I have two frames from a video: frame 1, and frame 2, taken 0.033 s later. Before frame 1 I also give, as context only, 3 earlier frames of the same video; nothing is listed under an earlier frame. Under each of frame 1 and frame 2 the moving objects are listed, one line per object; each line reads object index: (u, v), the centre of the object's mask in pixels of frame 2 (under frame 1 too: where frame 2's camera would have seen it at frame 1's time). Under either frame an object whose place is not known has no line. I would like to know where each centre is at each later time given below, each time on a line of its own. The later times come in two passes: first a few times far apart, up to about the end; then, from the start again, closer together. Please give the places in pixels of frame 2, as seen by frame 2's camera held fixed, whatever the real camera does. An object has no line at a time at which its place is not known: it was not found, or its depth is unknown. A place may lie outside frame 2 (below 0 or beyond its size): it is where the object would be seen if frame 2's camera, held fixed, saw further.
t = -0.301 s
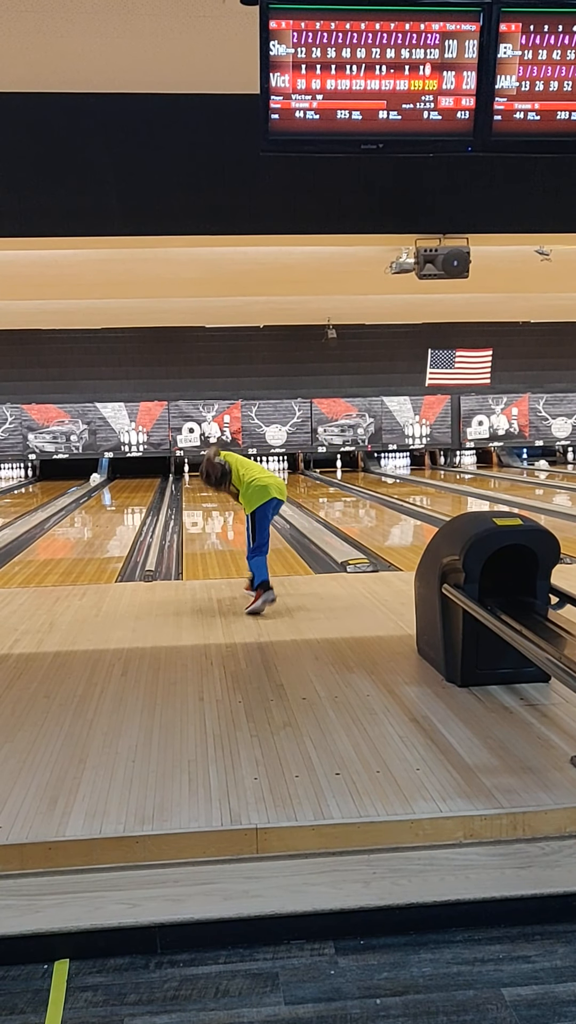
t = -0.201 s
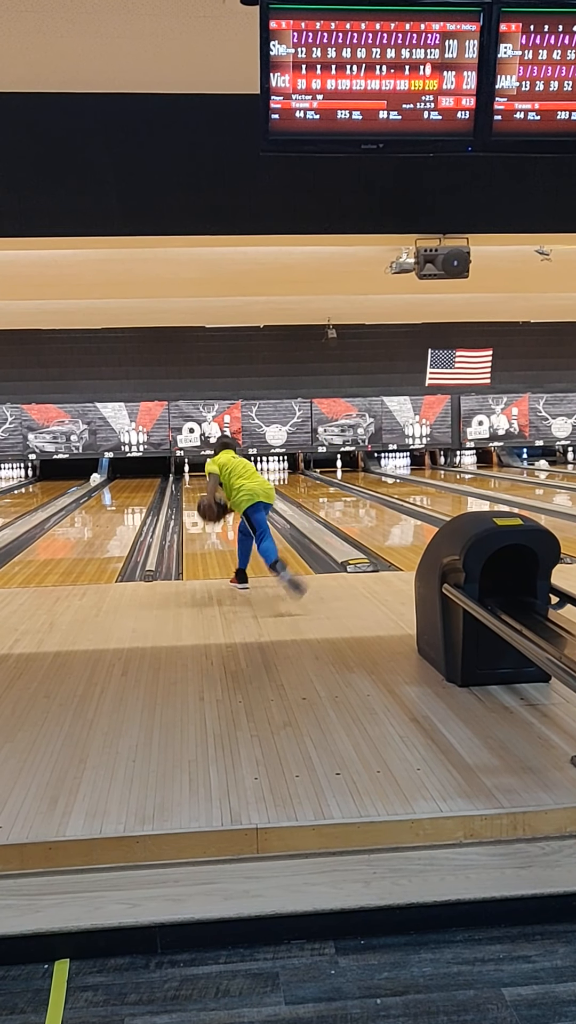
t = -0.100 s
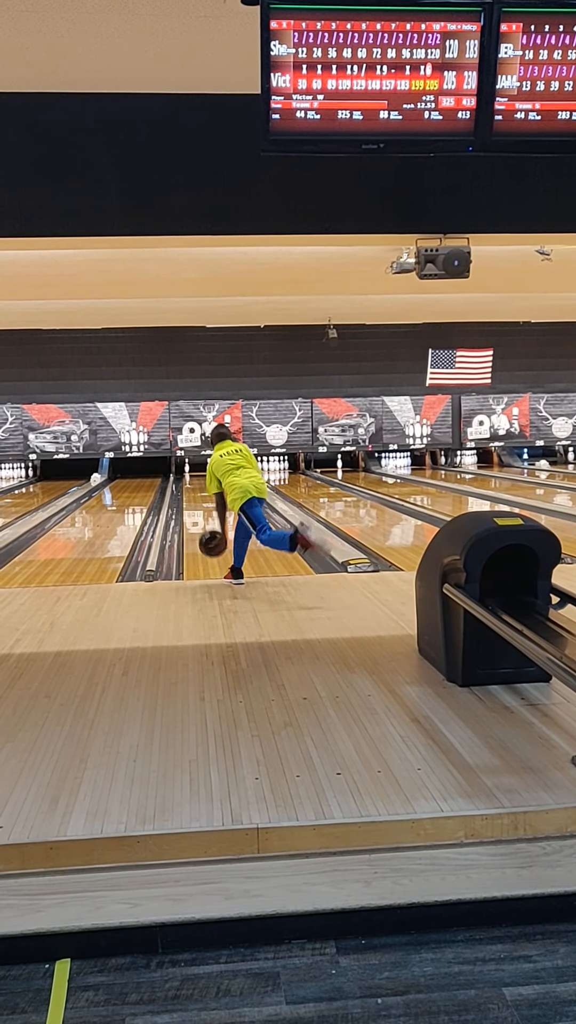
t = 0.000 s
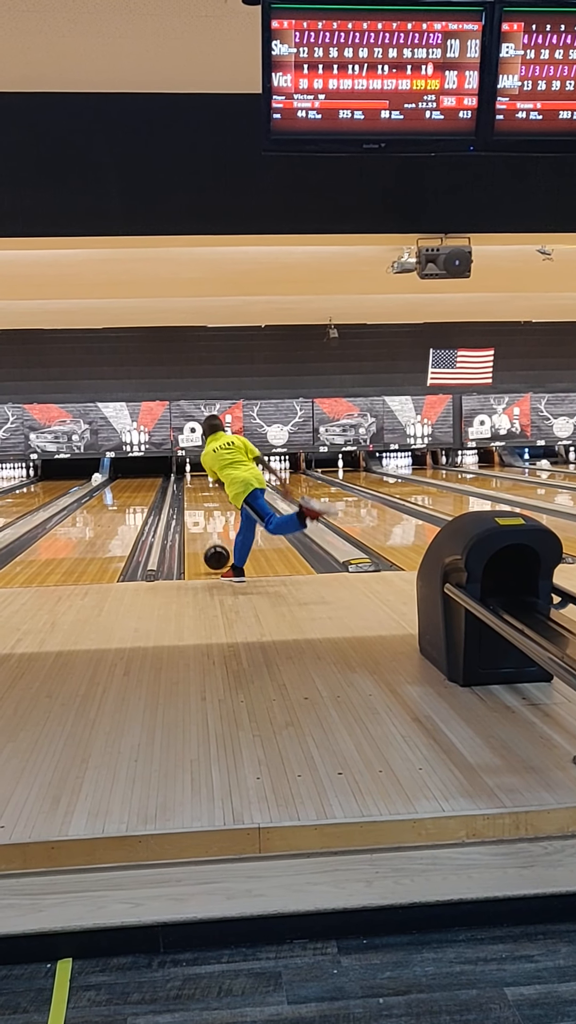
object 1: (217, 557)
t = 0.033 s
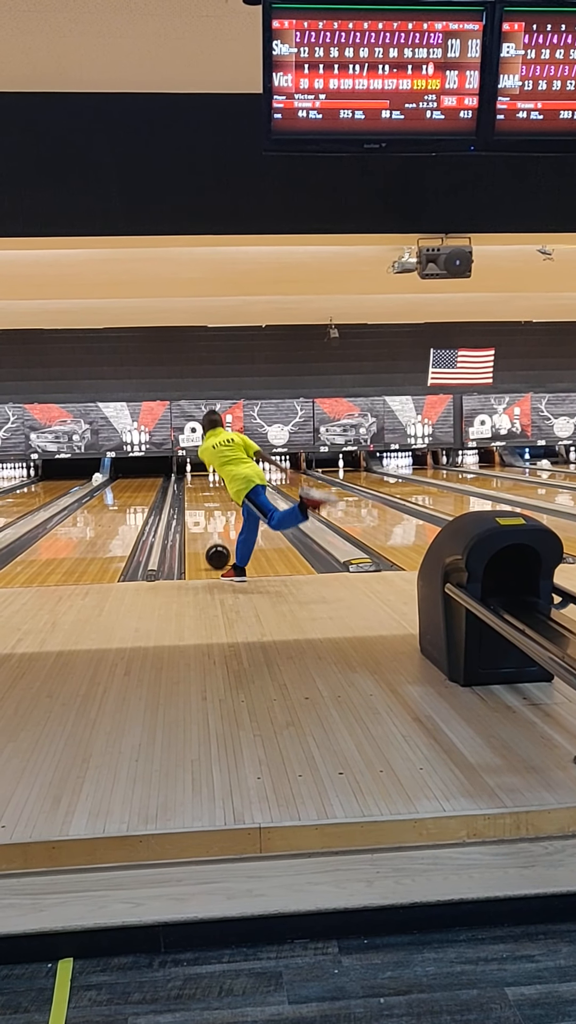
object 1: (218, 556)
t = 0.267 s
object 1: (221, 536)
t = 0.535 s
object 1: (222, 519)
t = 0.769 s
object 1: (223, 509)
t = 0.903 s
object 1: (225, 503)
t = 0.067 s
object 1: (218, 552)
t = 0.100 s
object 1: (219, 550)
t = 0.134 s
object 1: (219, 547)
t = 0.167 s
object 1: (220, 544)
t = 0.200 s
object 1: (220, 541)
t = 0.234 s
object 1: (220, 539)
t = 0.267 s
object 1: (221, 536)
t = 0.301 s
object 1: (221, 534)
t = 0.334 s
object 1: (222, 531)
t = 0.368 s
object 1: (222, 529)
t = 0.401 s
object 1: (222, 527)
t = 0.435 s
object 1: (222, 525)
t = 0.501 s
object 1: (222, 521)
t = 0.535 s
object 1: (222, 519)
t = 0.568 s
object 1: (223, 518)
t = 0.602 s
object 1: (223, 516)
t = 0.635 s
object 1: (223, 514)
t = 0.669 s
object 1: (223, 513)
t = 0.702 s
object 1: (223, 511)
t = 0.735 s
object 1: (224, 510)
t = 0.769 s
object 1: (223, 509)
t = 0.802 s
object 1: (223, 507)
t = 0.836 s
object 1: (223, 506)
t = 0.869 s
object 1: (223, 505)
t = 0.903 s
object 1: (225, 503)
